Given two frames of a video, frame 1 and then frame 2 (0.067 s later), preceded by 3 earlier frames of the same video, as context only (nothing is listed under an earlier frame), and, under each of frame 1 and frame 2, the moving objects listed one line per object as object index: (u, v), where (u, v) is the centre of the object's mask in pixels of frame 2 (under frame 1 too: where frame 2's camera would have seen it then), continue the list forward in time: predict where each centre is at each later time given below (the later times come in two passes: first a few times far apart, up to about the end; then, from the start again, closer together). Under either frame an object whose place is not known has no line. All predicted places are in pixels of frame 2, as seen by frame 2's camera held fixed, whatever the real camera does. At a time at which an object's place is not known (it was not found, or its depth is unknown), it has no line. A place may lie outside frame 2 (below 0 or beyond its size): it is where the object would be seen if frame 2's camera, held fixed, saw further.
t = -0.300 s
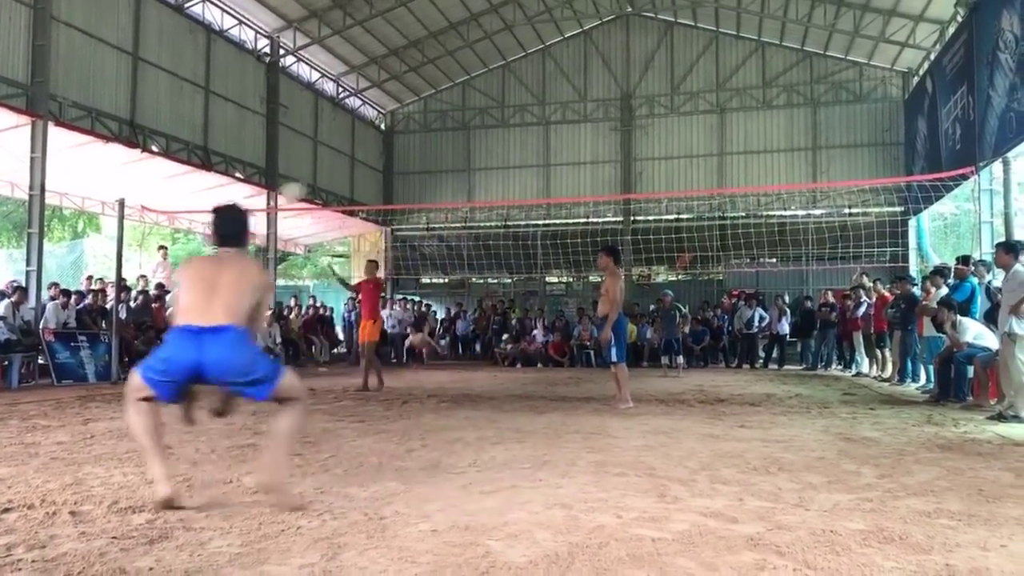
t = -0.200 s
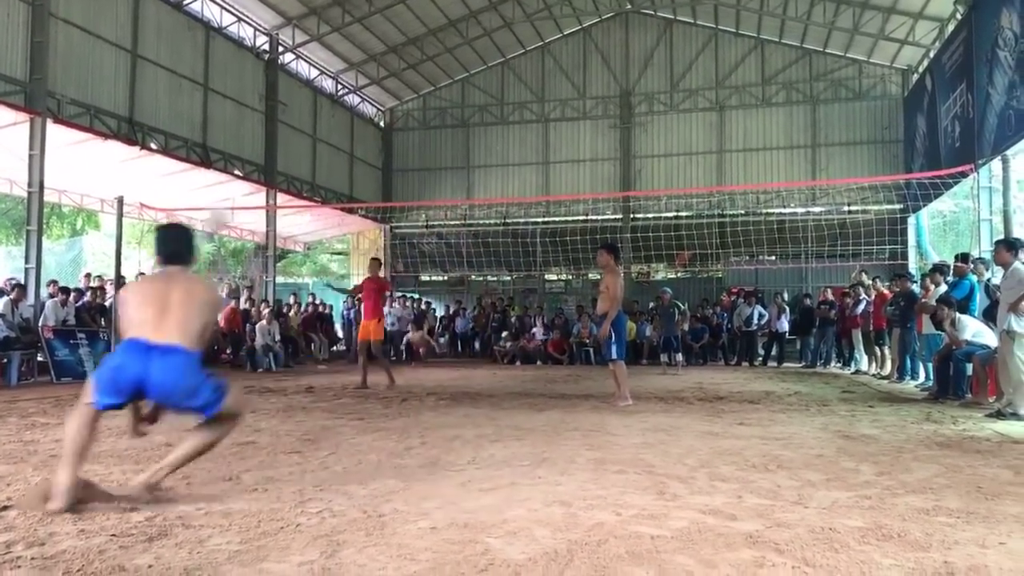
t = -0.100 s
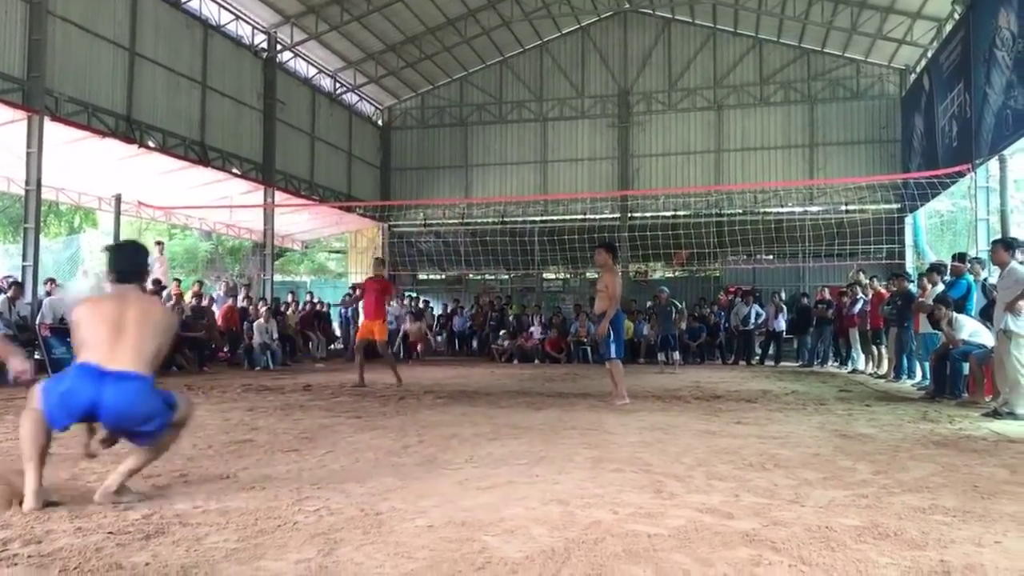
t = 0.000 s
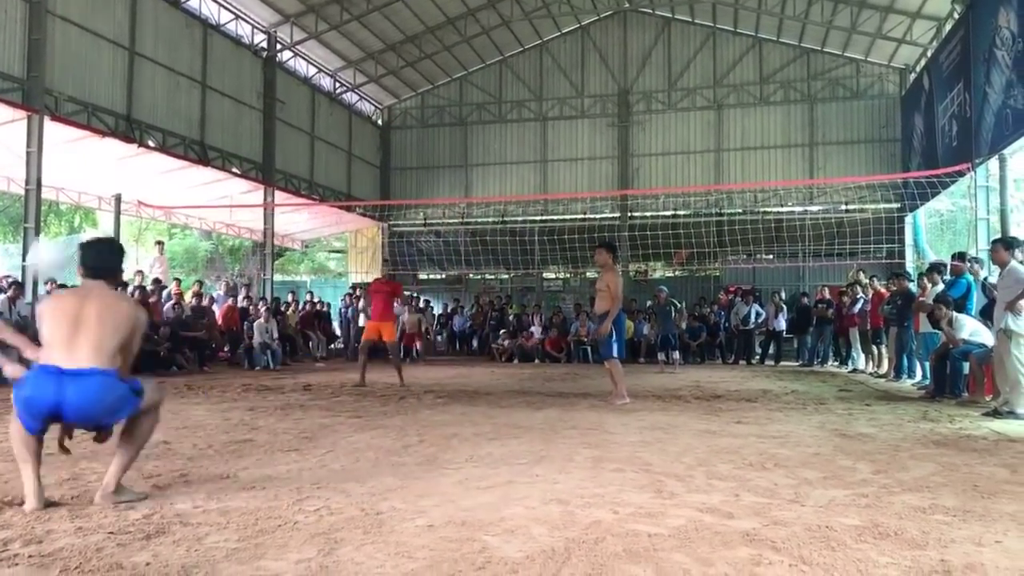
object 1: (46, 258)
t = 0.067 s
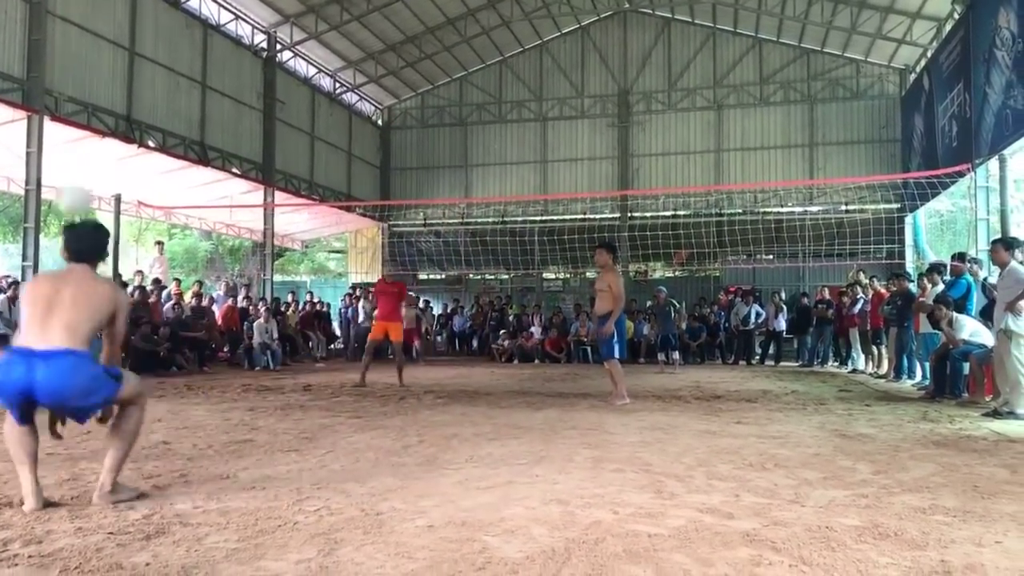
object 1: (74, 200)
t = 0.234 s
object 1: (122, 96)
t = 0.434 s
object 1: (162, 47)
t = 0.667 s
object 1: (195, 56)
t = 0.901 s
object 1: (218, 112)
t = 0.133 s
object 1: (99, 147)
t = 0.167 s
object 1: (106, 126)
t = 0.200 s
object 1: (114, 110)
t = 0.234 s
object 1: (122, 96)
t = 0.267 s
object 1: (130, 83)
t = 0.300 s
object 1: (137, 72)
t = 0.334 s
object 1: (144, 63)
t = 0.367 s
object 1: (150, 56)
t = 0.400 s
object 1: (156, 51)
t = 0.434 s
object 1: (162, 47)
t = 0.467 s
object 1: (168, 45)
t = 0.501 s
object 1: (173, 43)
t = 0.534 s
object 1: (178, 43)
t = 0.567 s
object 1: (182, 45)
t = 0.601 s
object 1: (187, 47)
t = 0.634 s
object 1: (191, 51)
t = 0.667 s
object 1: (195, 56)
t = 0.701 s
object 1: (199, 61)
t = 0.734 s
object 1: (202, 67)
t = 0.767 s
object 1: (206, 74)
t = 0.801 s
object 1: (209, 83)
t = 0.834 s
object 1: (213, 92)
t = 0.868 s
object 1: (216, 102)
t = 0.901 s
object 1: (218, 112)
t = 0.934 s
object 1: (221, 124)
